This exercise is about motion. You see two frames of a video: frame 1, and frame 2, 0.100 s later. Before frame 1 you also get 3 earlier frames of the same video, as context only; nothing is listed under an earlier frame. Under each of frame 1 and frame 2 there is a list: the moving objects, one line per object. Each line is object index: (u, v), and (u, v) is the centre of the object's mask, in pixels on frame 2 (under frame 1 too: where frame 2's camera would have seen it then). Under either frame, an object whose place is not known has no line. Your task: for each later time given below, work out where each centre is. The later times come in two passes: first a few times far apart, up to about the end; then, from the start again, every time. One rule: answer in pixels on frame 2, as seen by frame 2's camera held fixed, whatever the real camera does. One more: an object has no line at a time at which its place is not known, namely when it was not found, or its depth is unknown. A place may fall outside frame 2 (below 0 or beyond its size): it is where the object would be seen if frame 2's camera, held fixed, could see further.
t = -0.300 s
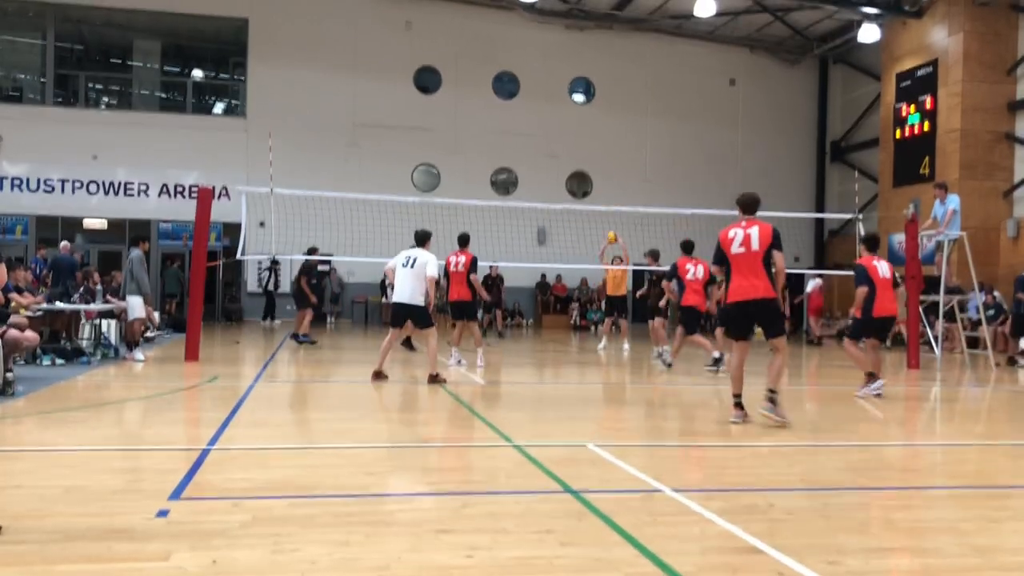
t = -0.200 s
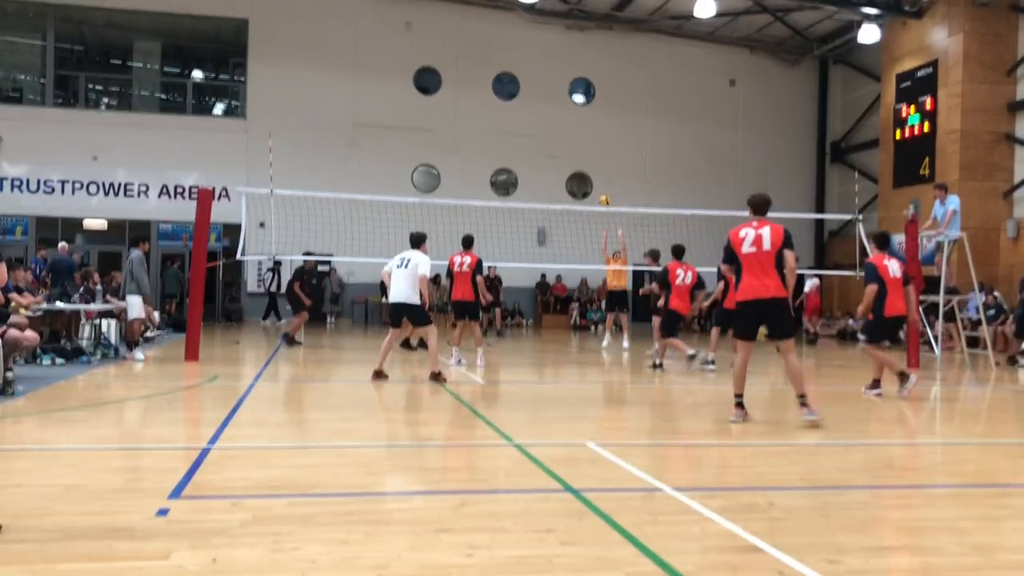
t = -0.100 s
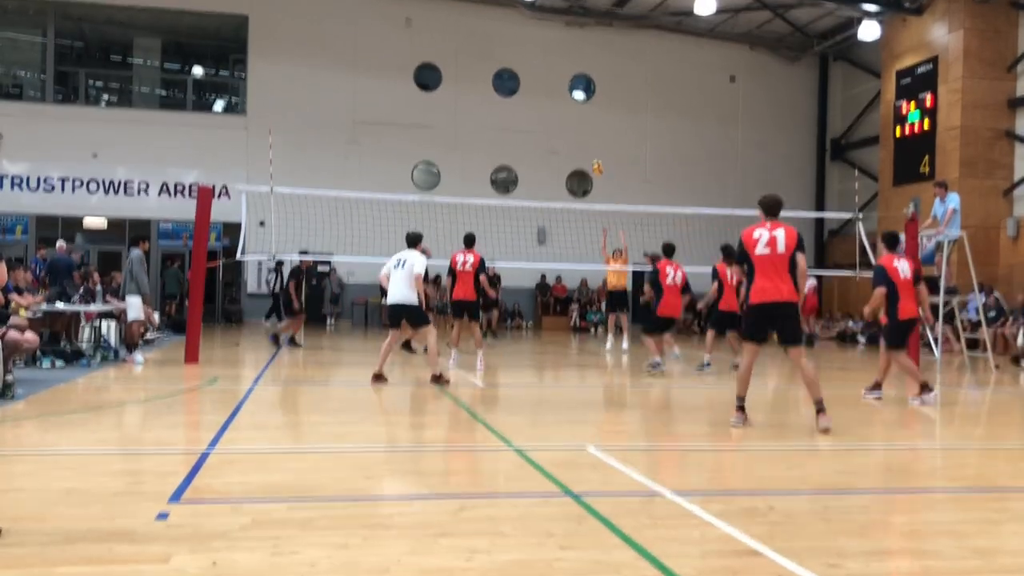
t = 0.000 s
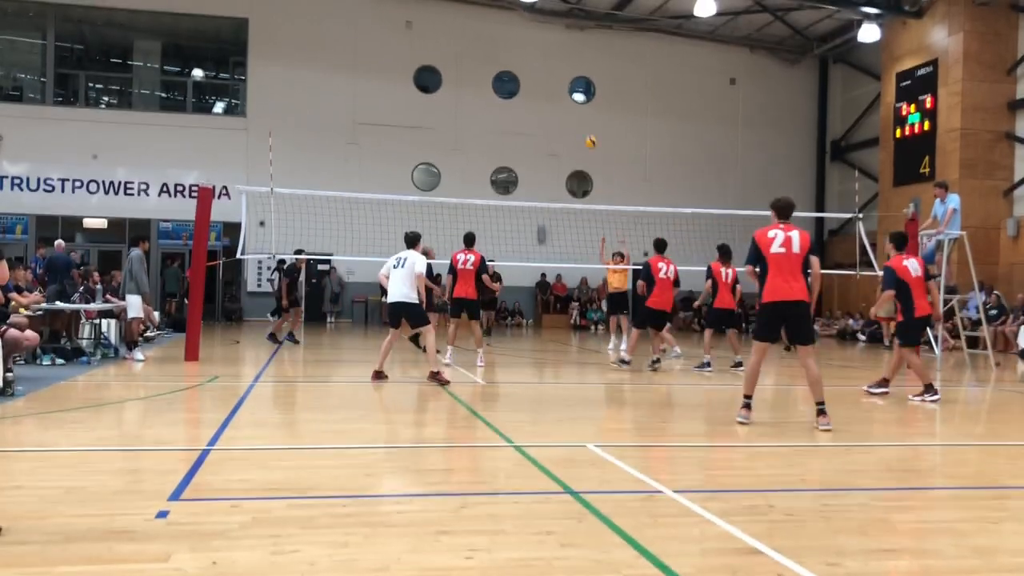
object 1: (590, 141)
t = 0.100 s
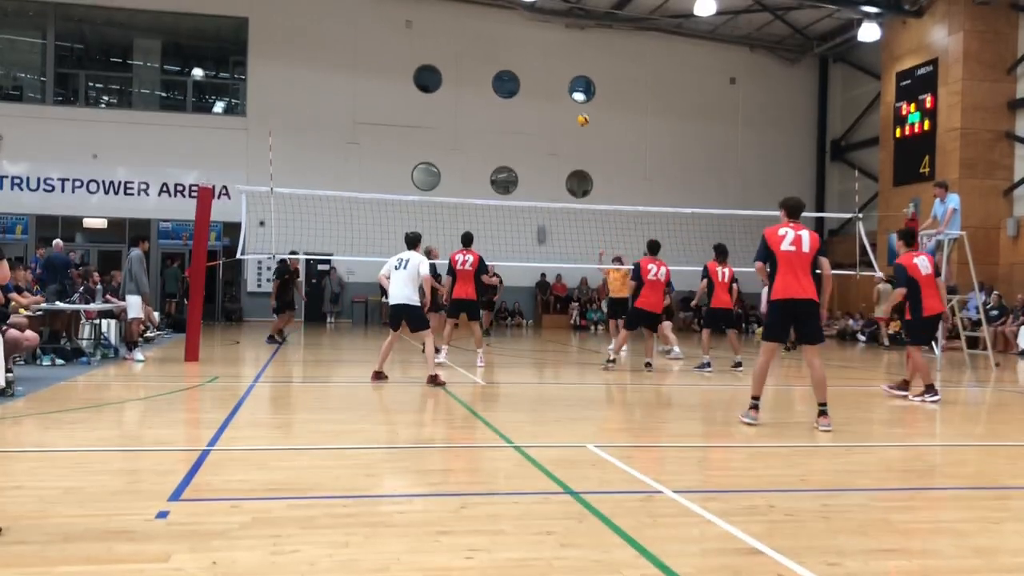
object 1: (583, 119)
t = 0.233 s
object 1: (573, 100)
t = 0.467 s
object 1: (554, 84)
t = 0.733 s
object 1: (532, 104)
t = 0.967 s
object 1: (512, 156)
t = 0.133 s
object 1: (581, 113)
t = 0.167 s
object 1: (578, 108)
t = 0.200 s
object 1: (575, 103)
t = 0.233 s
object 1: (573, 100)
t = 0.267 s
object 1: (570, 95)
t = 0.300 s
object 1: (568, 92)
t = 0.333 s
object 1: (565, 89)
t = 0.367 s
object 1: (563, 87)
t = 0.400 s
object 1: (560, 86)
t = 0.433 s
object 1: (557, 85)
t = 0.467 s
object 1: (554, 84)
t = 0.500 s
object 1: (552, 85)
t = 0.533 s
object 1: (549, 87)
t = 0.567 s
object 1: (546, 87)
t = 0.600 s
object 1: (543, 90)
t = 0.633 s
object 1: (540, 92)
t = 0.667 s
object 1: (537, 95)
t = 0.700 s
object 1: (536, 101)
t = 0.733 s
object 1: (532, 104)
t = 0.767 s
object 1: (530, 110)
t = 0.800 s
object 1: (527, 117)
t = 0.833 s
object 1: (524, 123)
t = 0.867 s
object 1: (521, 130)
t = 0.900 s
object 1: (518, 138)
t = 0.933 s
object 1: (515, 147)
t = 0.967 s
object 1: (512, 156)
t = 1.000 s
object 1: (509, 166)
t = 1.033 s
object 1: (506, 176)
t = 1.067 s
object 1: (504, 187)
